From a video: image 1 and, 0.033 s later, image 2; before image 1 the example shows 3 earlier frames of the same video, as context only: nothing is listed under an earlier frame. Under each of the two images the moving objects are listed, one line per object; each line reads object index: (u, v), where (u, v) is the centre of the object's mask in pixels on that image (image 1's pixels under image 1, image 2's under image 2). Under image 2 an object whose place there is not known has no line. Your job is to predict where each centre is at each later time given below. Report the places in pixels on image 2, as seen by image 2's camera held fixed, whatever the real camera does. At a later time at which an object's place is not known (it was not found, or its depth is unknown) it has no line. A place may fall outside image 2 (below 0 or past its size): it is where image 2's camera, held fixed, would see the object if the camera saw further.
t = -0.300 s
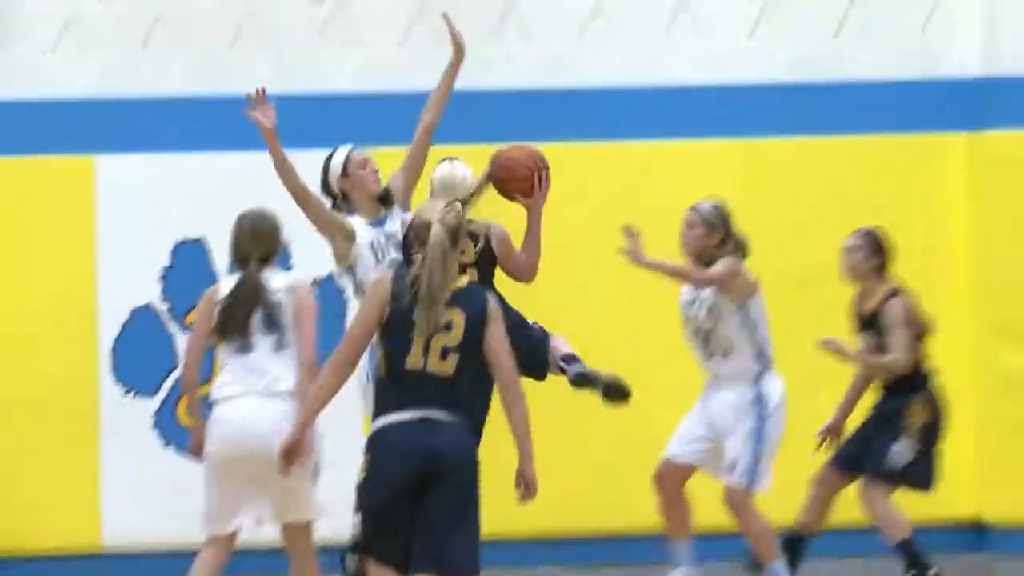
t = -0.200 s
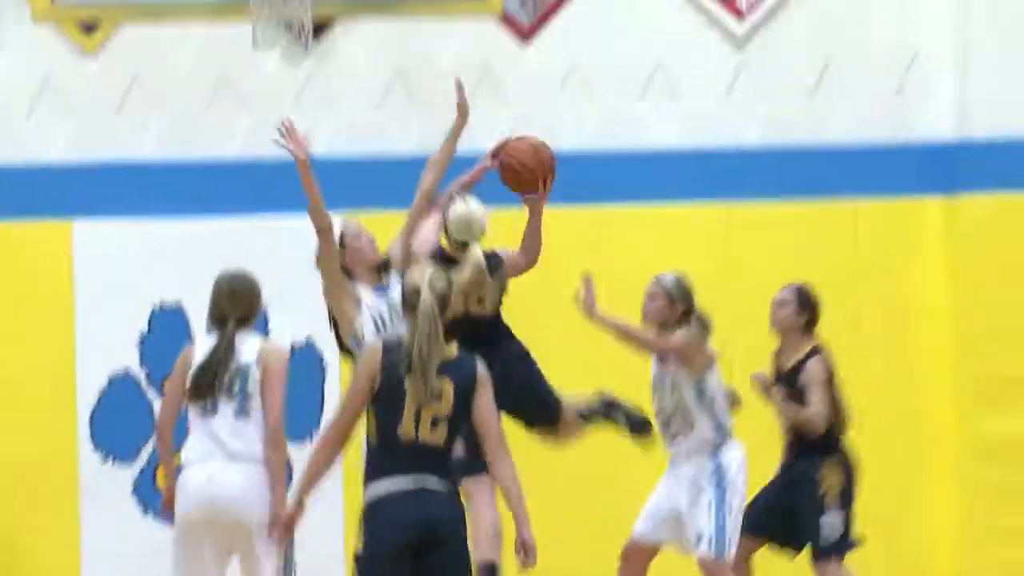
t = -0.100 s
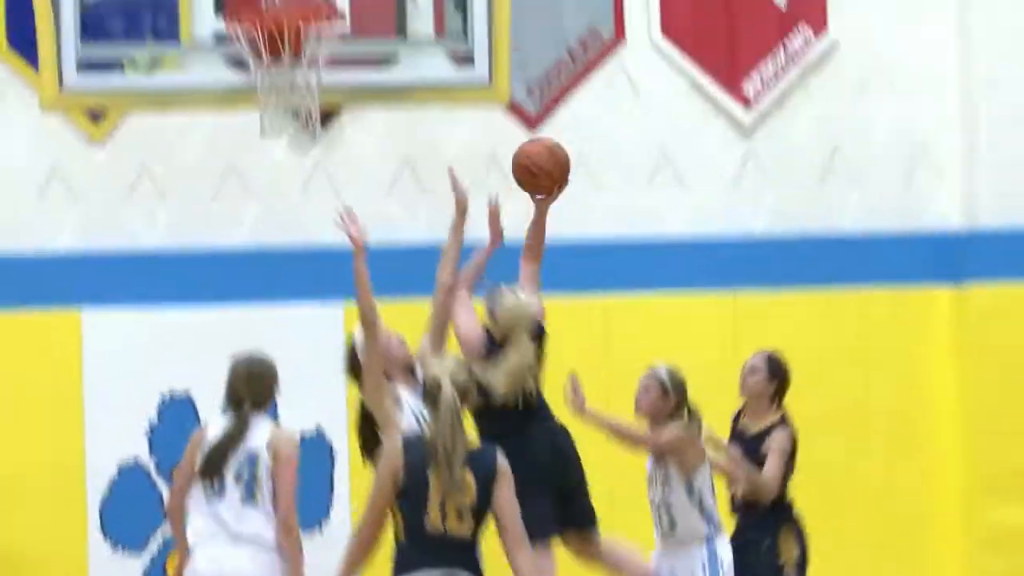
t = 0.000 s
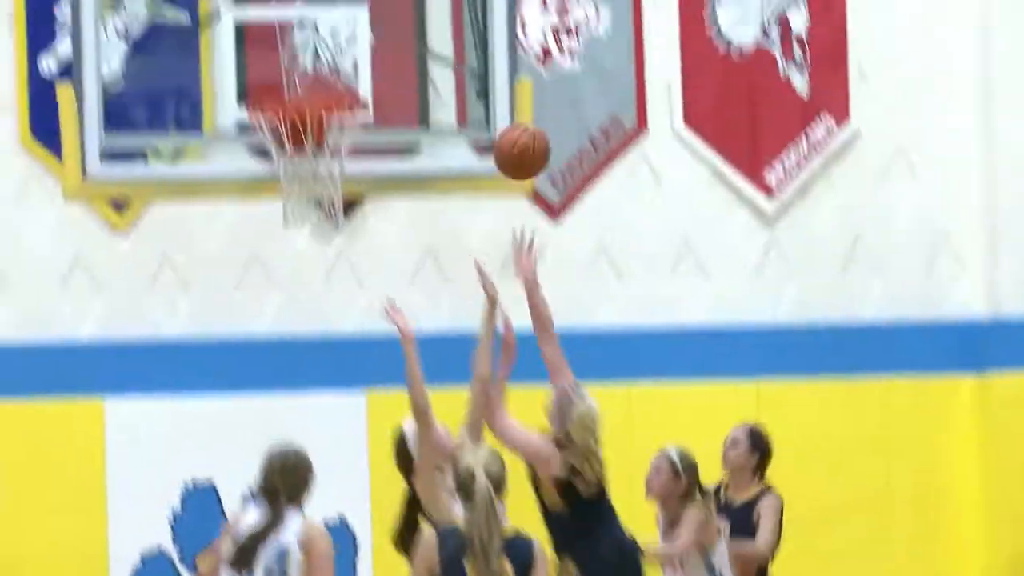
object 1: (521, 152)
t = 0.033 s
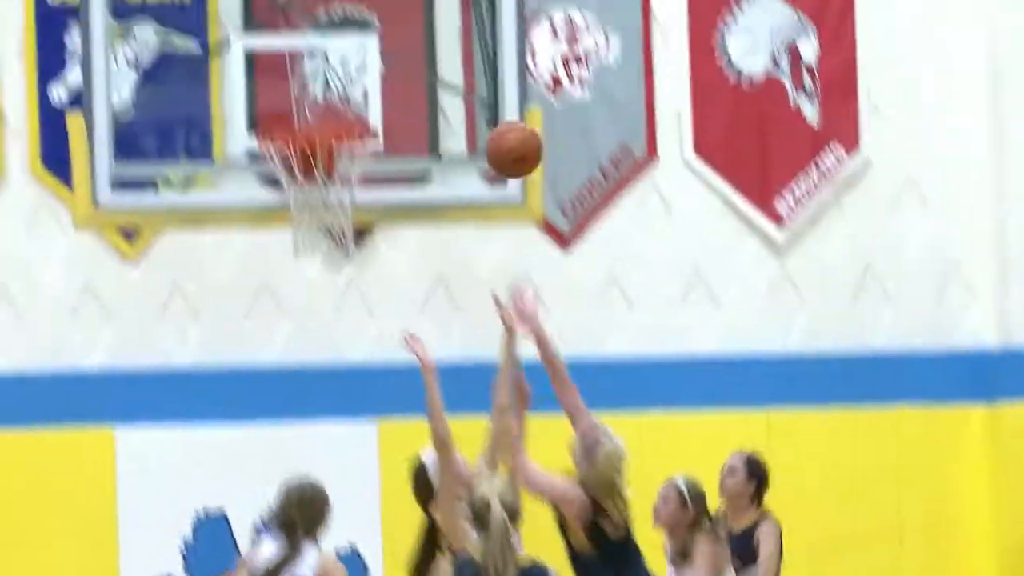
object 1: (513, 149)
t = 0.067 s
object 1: (495, 121)
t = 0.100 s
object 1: (476, 95)
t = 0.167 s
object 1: (436, 48)
